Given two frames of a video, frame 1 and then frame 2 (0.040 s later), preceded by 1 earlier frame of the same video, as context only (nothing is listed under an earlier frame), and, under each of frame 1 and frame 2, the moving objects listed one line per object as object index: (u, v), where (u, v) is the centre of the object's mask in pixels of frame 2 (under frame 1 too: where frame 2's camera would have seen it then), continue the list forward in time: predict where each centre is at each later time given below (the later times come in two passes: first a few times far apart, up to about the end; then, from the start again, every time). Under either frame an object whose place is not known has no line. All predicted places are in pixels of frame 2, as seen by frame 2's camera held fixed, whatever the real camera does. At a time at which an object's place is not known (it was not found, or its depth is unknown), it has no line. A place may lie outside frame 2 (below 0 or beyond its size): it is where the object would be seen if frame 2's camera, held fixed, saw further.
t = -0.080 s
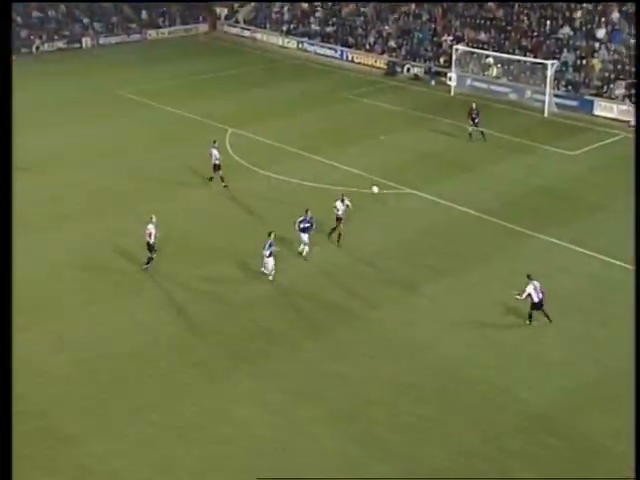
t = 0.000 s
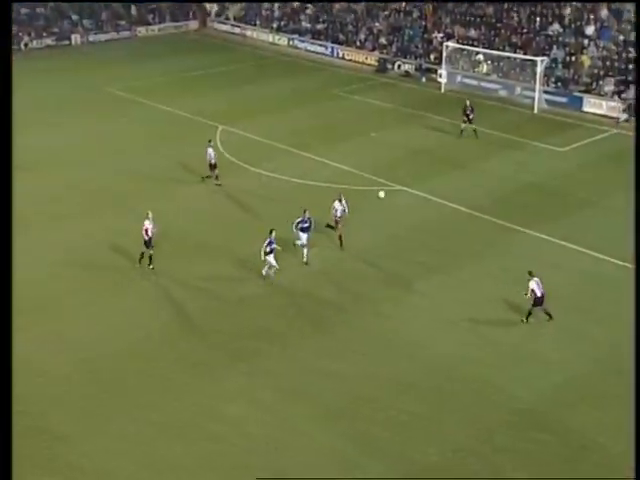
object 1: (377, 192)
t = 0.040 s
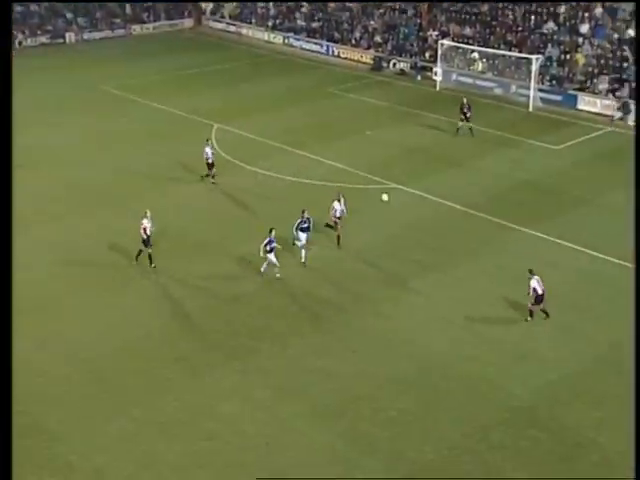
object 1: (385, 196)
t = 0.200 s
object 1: (417, 222)
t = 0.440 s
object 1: (469, 281)
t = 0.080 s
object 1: (393, 202)
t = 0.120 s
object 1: (401, 208)
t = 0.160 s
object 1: (409, 215)
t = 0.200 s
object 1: (417, 222)
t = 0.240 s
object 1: (425, 230)
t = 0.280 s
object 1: (434, 239)
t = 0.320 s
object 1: (442, 248)
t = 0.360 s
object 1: (451, 258)
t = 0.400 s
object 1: (460, 269)
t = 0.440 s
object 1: (469, 281)
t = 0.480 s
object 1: (477, 293)
